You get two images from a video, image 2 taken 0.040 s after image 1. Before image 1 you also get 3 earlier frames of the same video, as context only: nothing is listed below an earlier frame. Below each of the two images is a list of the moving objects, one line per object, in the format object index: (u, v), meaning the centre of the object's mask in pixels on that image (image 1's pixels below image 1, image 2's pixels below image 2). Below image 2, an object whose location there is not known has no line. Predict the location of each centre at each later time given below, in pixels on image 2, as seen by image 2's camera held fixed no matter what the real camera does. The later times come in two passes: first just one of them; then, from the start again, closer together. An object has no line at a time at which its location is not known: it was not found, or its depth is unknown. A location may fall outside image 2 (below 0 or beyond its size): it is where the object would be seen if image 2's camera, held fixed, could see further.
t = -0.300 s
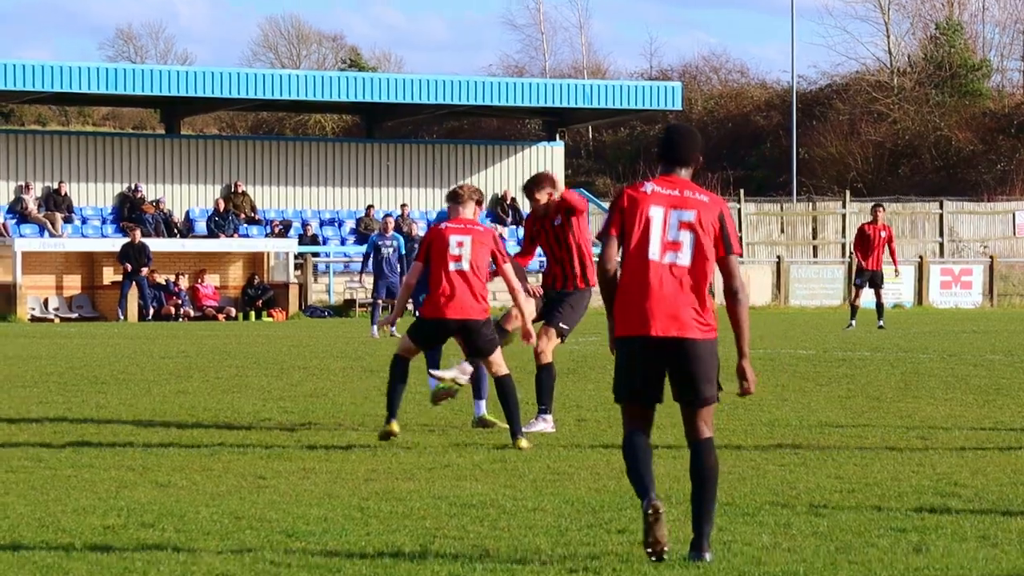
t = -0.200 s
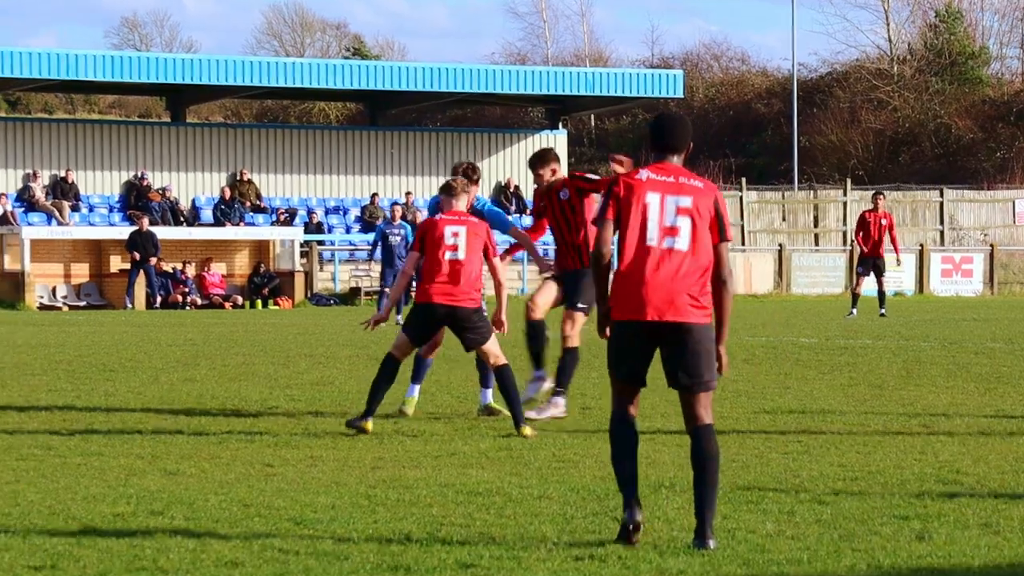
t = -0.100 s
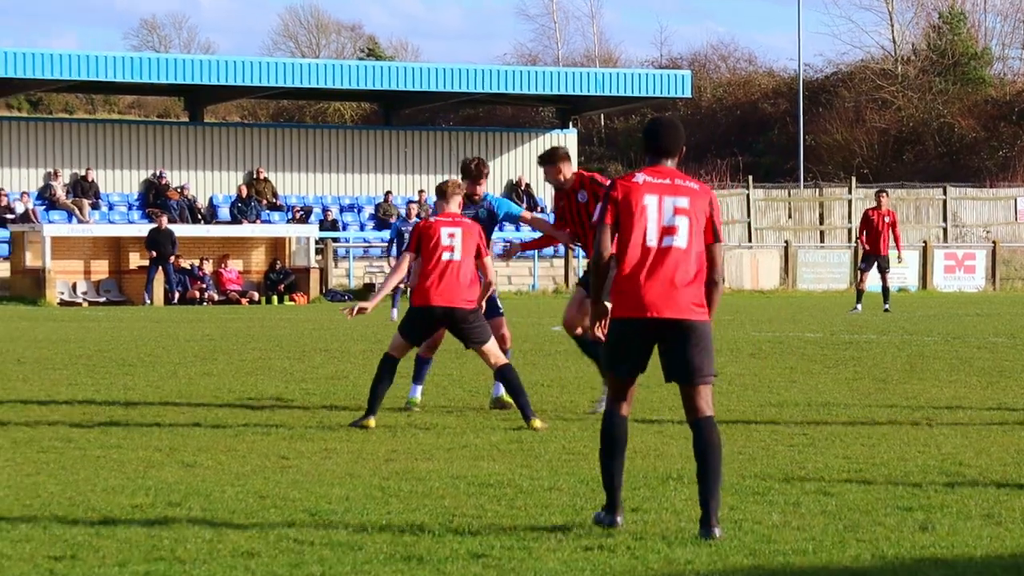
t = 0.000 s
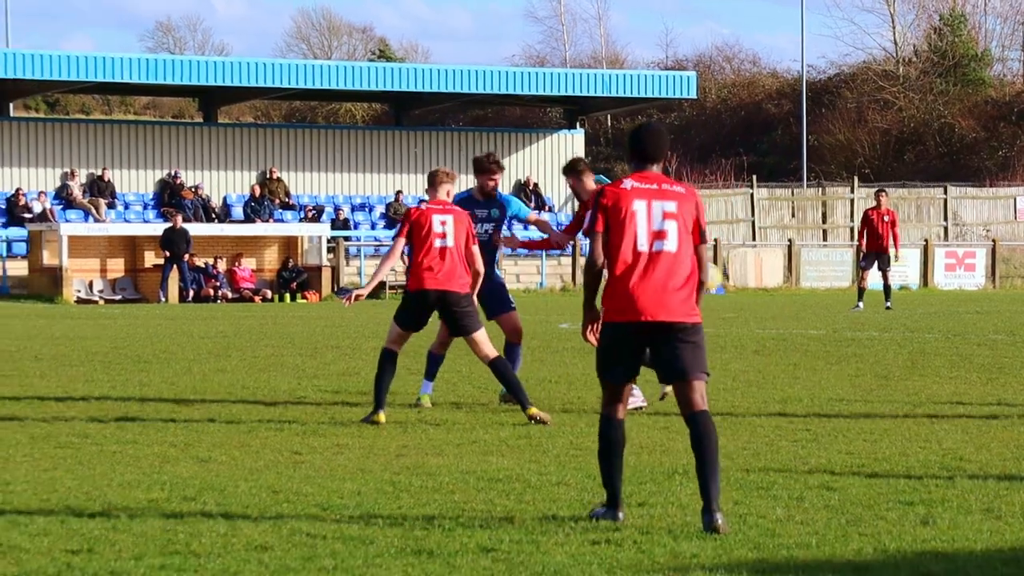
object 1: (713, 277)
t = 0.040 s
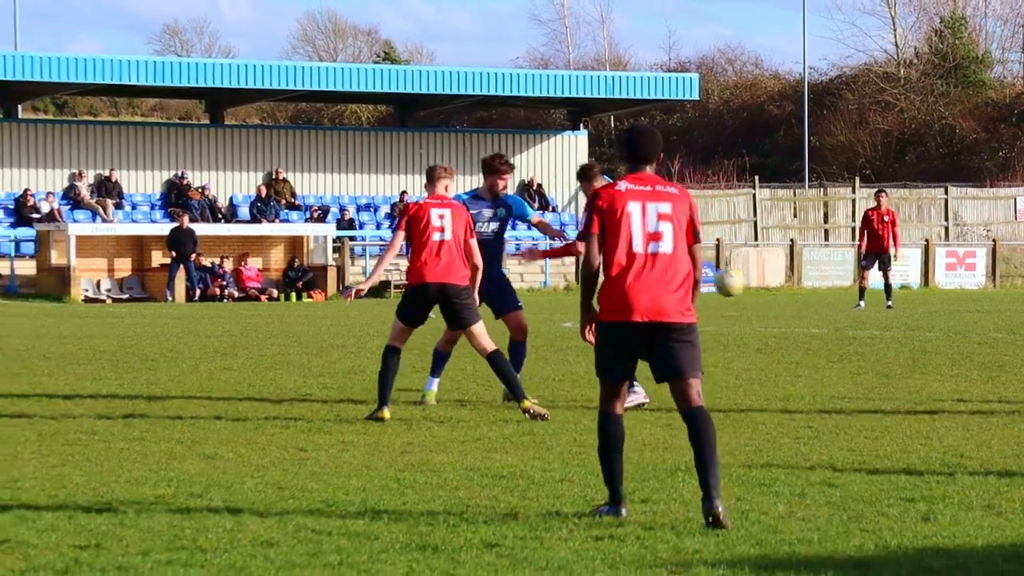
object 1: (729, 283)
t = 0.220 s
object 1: (823, 331)
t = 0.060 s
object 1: (739, 287)
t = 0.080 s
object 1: (751, 292)
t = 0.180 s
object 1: (802, 322)
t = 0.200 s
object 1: (812, 326)
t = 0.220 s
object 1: (823, 331)
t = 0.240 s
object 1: (833, 340)
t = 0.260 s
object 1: (841, 347)
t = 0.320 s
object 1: (871, 375)
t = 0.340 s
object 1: (875, 380)
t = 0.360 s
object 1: (877, 371)
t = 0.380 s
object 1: (880, 363)
